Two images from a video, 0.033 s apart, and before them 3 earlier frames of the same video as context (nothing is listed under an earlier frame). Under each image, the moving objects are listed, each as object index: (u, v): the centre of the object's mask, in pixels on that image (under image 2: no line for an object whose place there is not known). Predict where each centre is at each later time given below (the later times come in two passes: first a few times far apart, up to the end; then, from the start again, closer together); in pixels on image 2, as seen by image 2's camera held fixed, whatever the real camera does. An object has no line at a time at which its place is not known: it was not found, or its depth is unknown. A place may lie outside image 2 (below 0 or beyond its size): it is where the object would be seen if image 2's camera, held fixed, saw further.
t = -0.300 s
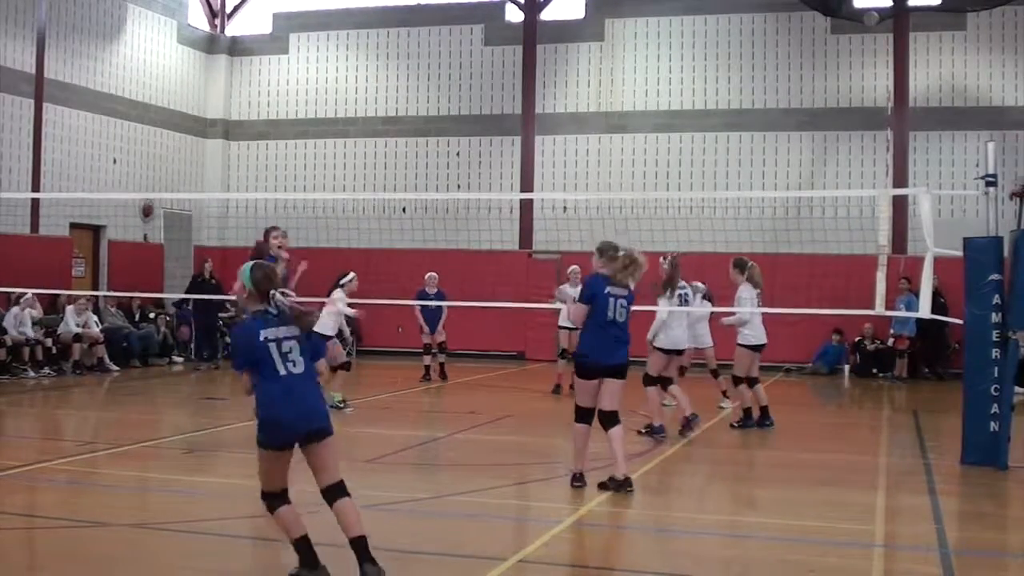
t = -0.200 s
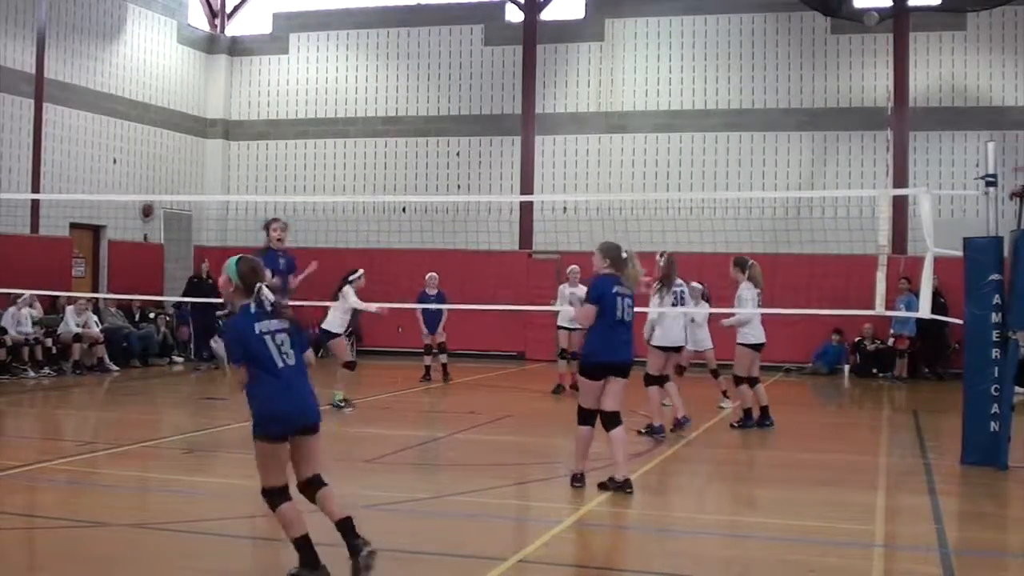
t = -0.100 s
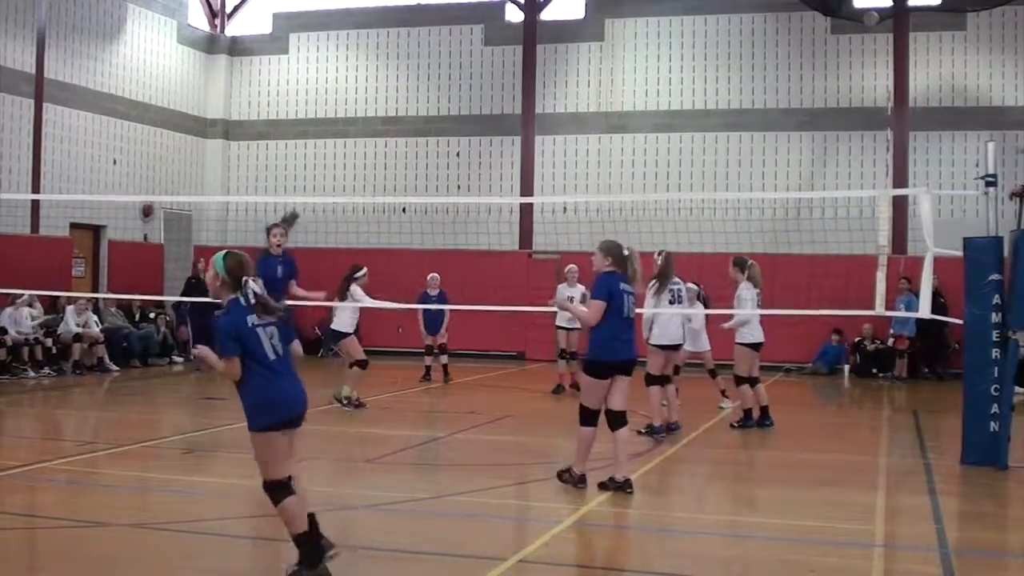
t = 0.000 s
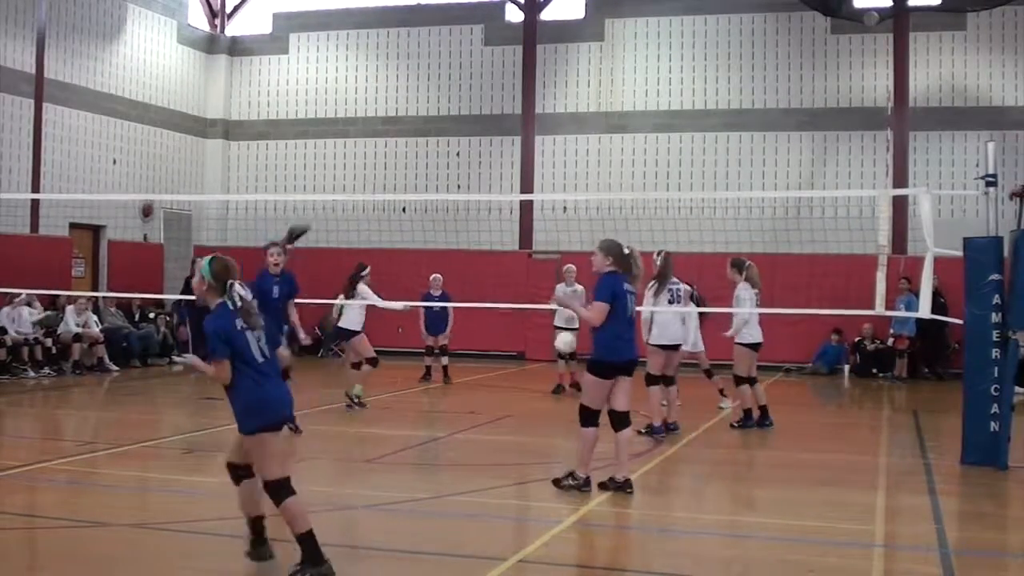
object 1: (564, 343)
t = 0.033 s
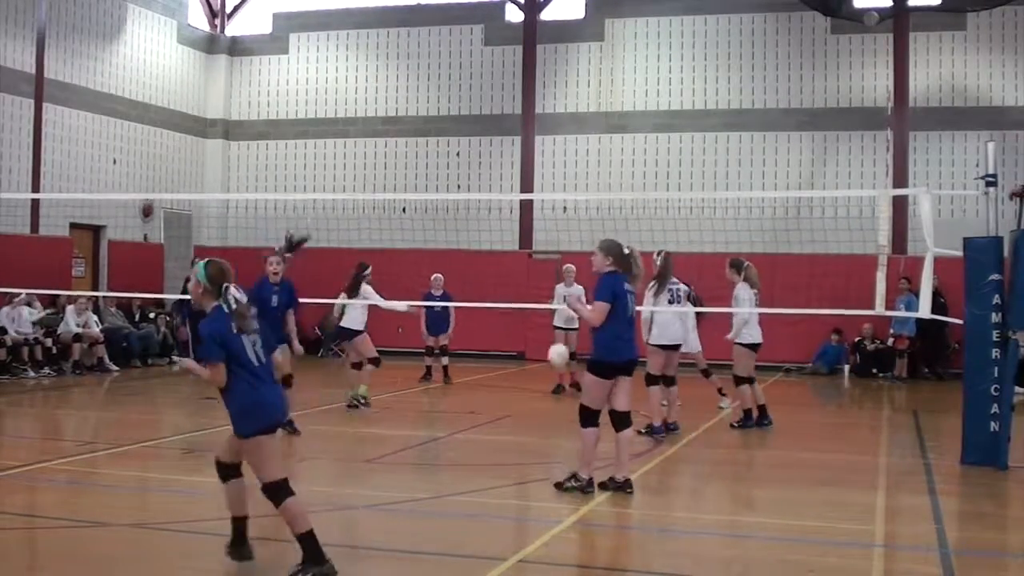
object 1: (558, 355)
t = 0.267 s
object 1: (517, 385)
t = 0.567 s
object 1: (484, 336)
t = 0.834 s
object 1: (450, 373)
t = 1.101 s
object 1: (416, 395)
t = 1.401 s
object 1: (375, 370)
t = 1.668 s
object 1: (336, 438)
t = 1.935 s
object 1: (298, 394)
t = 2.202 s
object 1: (258, 432)
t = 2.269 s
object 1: (247, 447)
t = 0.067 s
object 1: (551, 367)
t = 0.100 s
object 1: (543, 382)
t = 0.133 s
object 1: (536, 398)
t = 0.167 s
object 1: (529, 415)
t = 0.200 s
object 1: (525, 408)
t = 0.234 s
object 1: (522, 396)
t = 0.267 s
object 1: (517, 385)
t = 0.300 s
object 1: (514, 374)
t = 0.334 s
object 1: (511, 365)
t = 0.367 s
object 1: (507, 358)
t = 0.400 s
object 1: (503, 352)
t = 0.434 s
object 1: (499, 347)
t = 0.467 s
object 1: (496, 342)
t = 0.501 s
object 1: (492, 339)
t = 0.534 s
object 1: (488, 337)
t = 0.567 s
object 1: (484, 336)
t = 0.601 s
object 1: (480, 336)
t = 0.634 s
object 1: (476, 338)
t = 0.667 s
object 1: (472, 340)
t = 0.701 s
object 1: (468, 344)
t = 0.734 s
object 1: (464, 349)
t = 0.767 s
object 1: (459, 356)
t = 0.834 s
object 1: (450, 373)
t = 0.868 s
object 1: (446, 383)
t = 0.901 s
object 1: (441, 395)
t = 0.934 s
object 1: (437, 407)
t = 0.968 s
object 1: (432, 422)
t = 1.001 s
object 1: (428, 425)
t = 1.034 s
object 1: (424, 413)
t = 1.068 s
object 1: (420, 403)
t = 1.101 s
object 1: (416, 395)
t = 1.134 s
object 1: (412, 387)
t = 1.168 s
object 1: (407, 380)
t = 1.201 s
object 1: (402, 376)
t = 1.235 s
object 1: (398, 371)
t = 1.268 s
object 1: (393, 368)
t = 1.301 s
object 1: (389, 367)
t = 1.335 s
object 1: (384, 366)
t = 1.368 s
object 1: (379, 367)
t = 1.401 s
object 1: (375, 370)
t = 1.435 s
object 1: (370, 372)
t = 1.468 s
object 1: (365, 378)
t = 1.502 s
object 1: (360, 384)
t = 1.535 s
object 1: (356, 392)
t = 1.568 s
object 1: (351, 401)
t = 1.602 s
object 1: (345, 411)
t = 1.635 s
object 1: (341, 423)
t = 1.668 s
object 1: (336, 438)
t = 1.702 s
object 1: (331, 433)
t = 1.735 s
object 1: (327, 423)
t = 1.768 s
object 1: (322, 415)
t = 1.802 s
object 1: (317, 408)
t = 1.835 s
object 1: (313, 401)
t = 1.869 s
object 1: (308, 397)
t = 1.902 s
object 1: (303, 395)
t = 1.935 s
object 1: (298, 394)
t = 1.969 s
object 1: (293, 394)
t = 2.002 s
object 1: (288, 397)
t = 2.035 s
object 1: (284, 398)
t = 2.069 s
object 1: (278, 402)
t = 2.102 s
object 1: (273, 407)
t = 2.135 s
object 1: (268, 413)
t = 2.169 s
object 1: (263, 422)
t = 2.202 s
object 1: (258, 432)
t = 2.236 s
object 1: (252, 444)
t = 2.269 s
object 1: (247, 447)
